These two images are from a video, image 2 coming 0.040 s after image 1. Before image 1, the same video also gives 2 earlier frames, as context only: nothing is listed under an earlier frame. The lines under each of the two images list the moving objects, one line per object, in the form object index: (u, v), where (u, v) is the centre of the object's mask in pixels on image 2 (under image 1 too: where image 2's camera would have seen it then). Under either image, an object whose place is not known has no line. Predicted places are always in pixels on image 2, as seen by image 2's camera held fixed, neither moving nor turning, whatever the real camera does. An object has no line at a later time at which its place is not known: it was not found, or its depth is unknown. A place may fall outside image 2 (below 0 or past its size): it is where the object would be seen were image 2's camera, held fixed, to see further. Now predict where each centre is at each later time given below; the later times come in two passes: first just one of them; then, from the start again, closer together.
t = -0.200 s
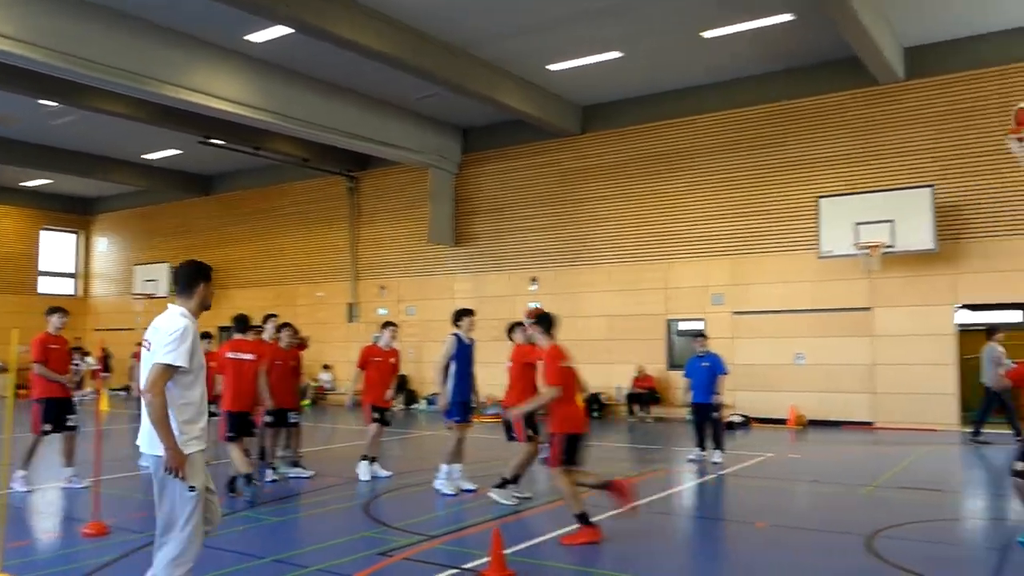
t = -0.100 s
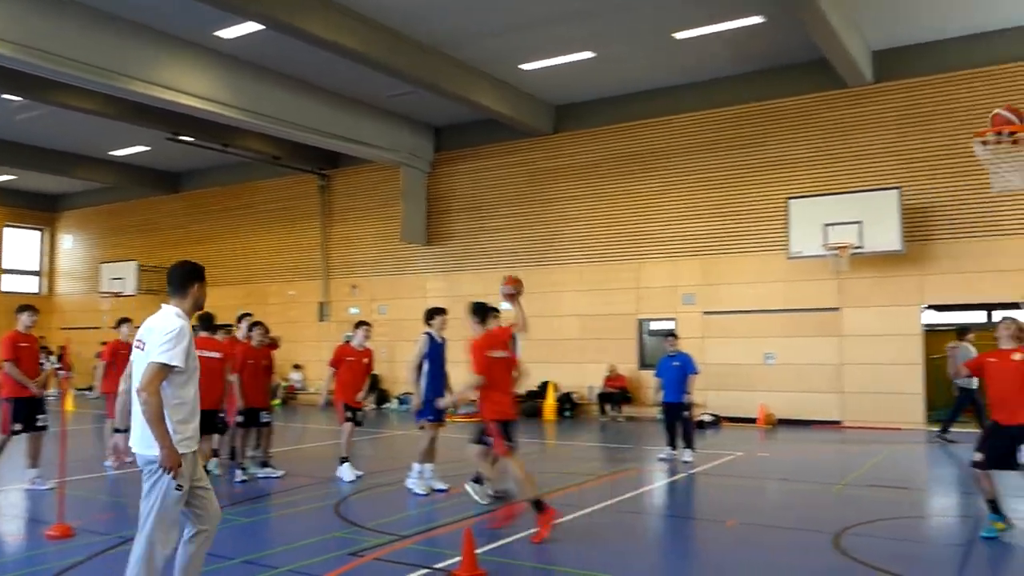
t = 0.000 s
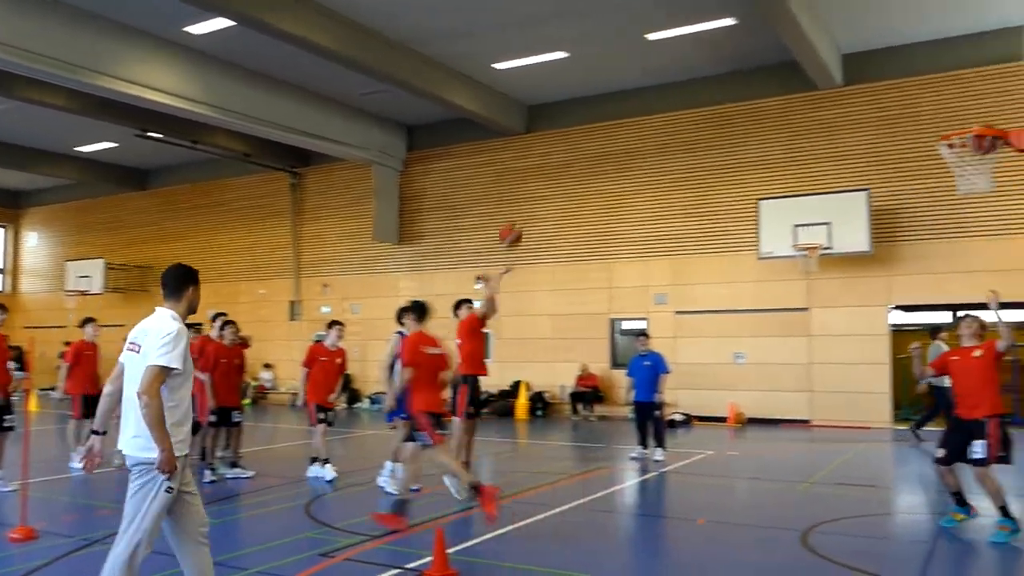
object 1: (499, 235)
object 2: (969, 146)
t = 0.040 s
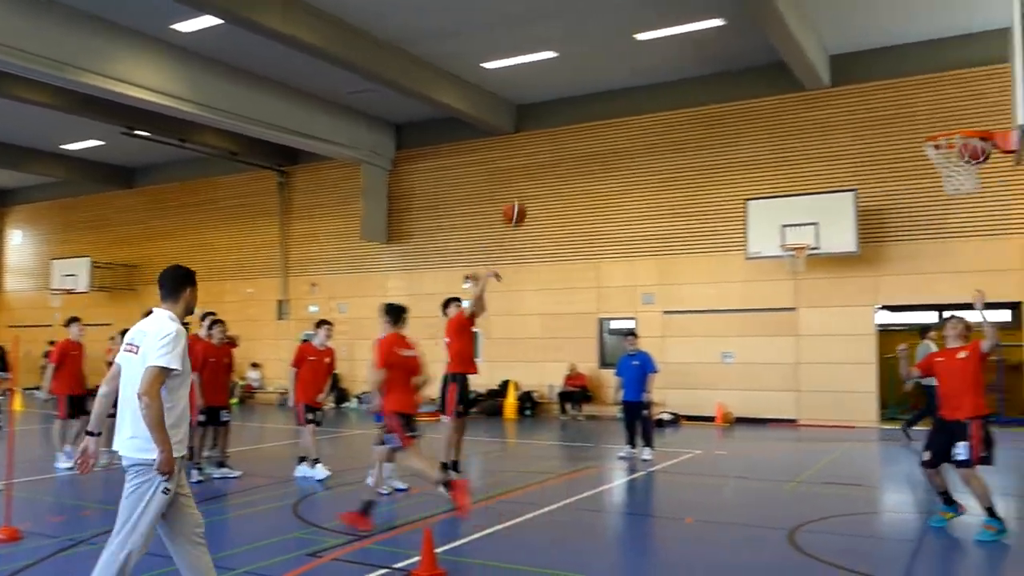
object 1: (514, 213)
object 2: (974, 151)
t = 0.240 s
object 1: (592, 129)
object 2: (979, 185)
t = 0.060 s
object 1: (522, 203)
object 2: (976, 154)
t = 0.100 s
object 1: (537, 184)
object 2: (979, 161)
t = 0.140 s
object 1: (552, 167)
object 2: (980, 166)
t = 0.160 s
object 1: (560, 159)
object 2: (981, 167)
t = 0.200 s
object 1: (577, 144)
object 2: (980, 179)
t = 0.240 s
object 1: (592, 129)
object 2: (979, 185)
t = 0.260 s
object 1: (601, 123)
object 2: (978, 189)
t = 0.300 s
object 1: (617, 111)
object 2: (978, 198)
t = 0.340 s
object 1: (633, 101)
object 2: (975, 212)
